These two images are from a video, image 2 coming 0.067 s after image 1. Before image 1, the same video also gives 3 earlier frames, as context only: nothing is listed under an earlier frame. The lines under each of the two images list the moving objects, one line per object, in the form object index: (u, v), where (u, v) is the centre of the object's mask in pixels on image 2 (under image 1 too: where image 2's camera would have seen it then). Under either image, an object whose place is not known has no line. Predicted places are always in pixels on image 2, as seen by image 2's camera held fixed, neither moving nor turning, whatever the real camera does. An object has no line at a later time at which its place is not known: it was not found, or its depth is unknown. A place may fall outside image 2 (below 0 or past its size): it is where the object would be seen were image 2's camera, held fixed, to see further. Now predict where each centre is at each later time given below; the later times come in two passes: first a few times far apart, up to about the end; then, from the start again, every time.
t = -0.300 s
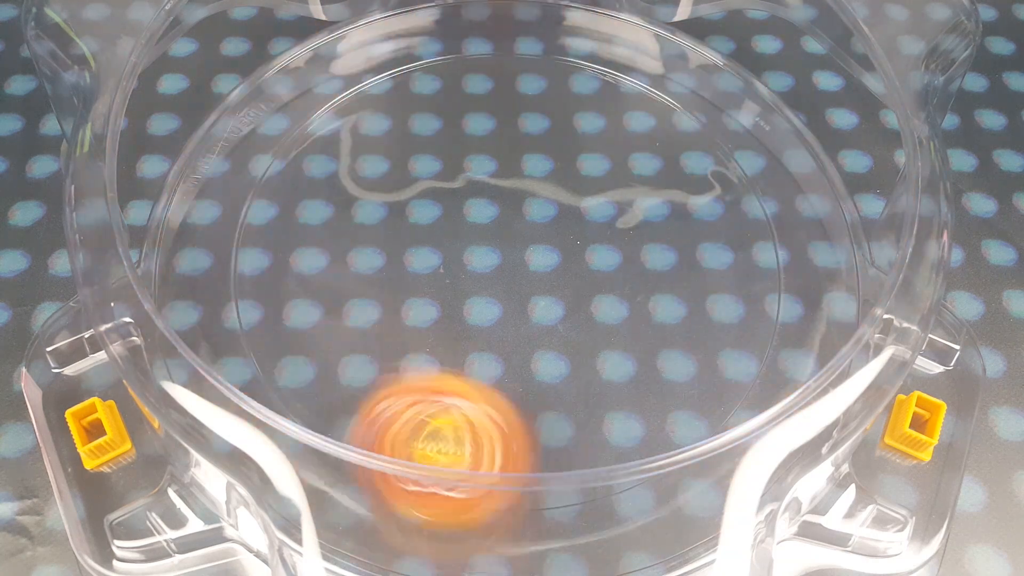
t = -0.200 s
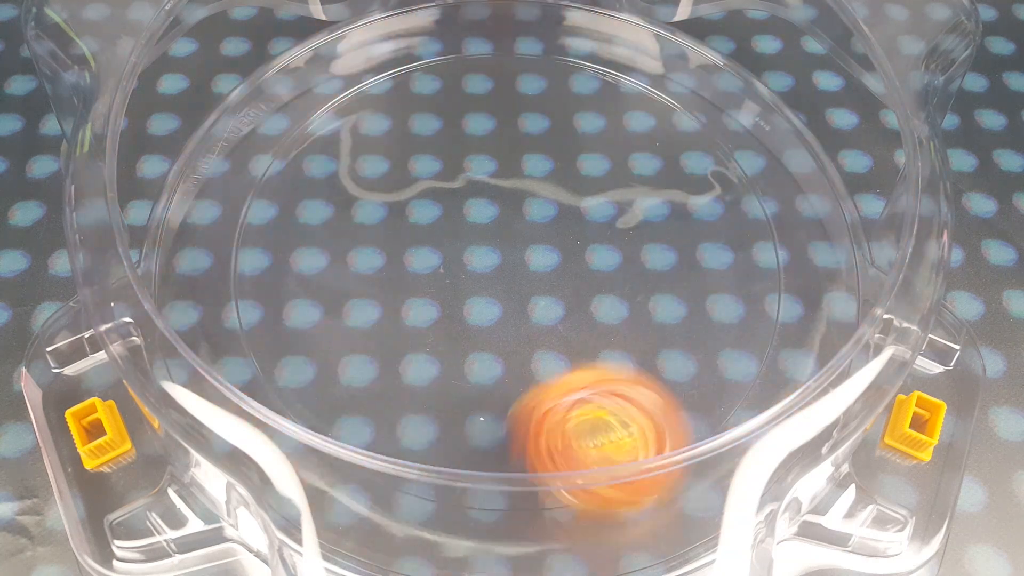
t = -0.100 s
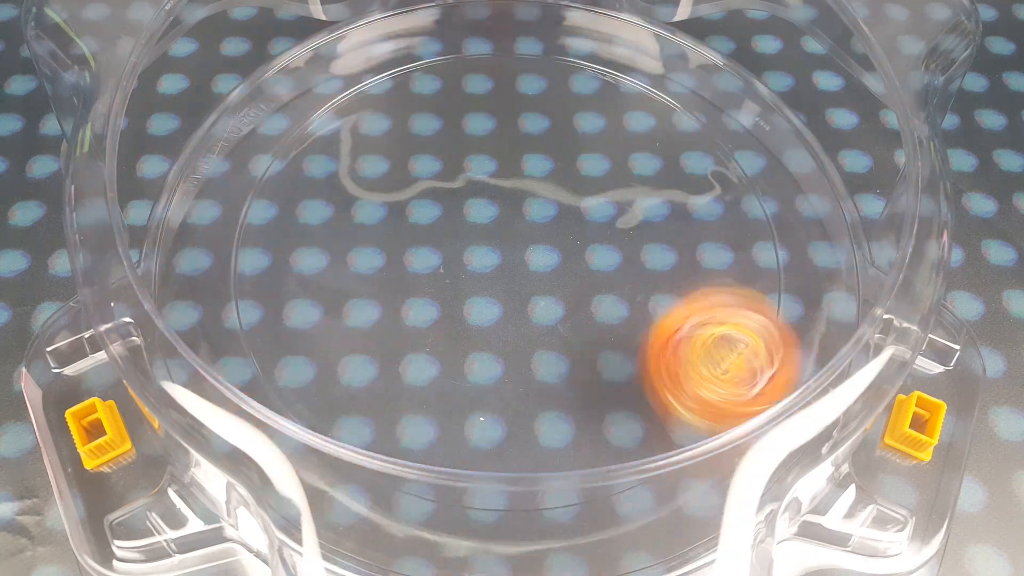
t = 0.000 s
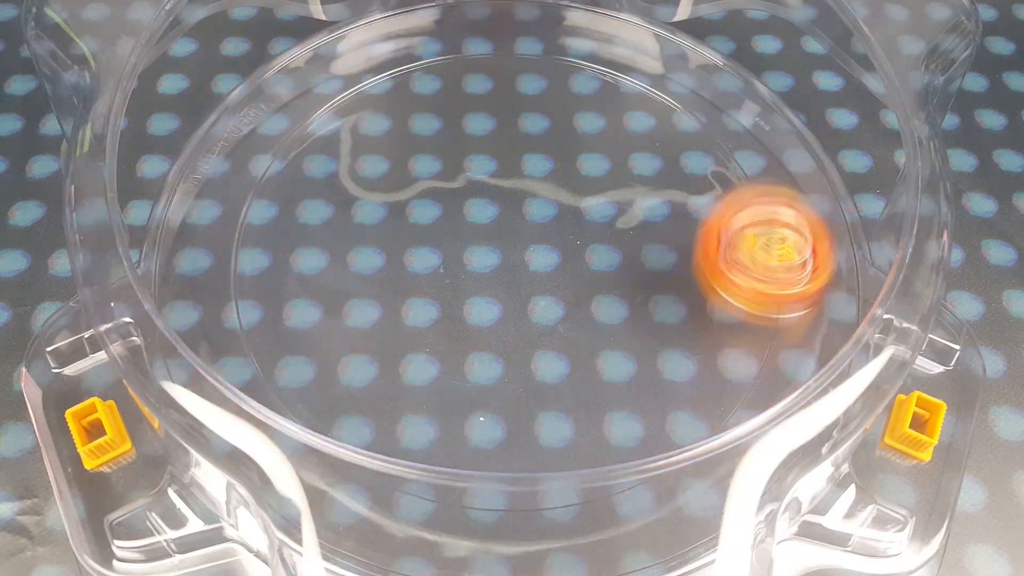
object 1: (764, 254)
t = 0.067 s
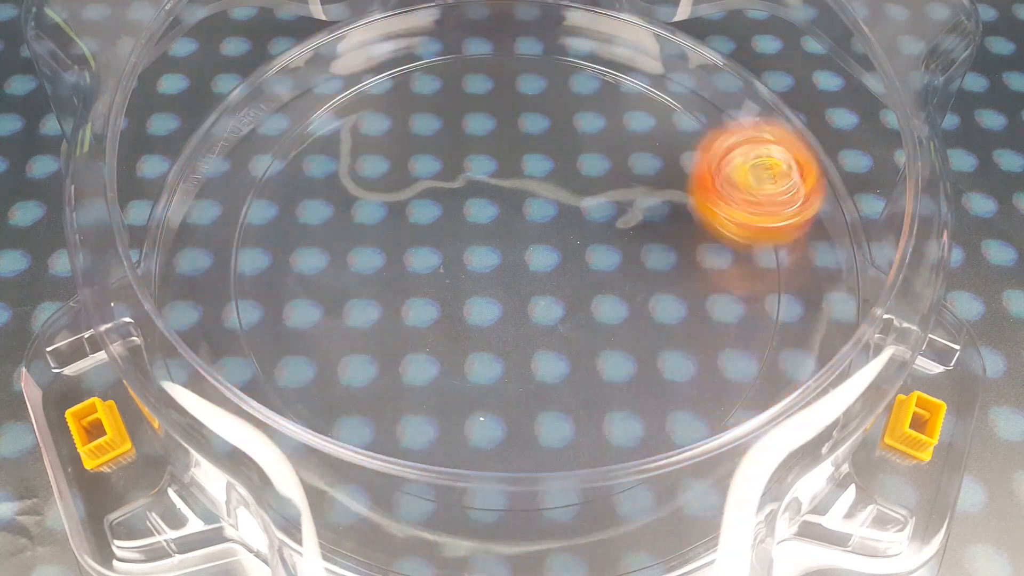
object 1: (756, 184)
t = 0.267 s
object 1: (594, 44)
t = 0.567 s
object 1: (282, 160)
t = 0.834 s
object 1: (403, 440)
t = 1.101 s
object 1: (747, 343)
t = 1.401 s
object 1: (640, 78)
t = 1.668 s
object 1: (358, 77)
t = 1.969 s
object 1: (319, 361)
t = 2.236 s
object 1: (665, 390)
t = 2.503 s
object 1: (728, 159)
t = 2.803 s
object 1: (448, 71)
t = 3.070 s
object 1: (285, 278)
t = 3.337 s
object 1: (553, 421)
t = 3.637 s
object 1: (714, 201)
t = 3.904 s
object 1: (509, 68)
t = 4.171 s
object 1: (304, 202)
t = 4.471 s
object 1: (527, 408)
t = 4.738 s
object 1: (719, 249)
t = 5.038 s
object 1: (525, 89)
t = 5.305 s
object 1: (319, 203)
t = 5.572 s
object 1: (470, 397)
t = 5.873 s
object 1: (692, 249)
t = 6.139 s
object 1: (564, 99)
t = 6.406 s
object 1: (360, 168)
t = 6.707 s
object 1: (465, 382)
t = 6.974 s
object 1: (675, 300)
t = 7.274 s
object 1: (582, 128)
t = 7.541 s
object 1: (381, 154)
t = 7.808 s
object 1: (396, 334)
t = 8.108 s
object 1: (635, 317)
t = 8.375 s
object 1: (633, 164)
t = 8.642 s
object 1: (461, 129)
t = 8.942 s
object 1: (378, 287)
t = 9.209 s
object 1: (543, 363)
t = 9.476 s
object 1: (644, 242)
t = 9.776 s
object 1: (525, 129)
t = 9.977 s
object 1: (411, 157)
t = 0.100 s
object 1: (740, 150)
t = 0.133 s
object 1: (720, 122)
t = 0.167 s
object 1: (696, 96)
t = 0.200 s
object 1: (665, 73)
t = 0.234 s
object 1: (629, 55)
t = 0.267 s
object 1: (594, 44)
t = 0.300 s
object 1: (553, 41)
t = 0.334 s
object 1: (513, 39)
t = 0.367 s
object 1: (478, 41)
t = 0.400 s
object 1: (442, 47)
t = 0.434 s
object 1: (401, 57)
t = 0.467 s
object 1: (364, 77)
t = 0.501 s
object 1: (331, 102)
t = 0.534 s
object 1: (304, 130)
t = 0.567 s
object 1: (282, 160)
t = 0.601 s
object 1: (266, 195)
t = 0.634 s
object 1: (257, 233)
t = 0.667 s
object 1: (258, 275)
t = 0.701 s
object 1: (269, 315)
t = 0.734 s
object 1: (290, 348)
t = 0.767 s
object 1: (323, 377)
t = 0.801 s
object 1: (357, 412)
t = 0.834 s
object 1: (403, 440)
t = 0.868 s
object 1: (455, 463)
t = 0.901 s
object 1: (508, 469)
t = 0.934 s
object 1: (560, 466)
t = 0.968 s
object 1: (608, 449)
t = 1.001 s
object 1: (649, 428)
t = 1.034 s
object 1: (687, 394)
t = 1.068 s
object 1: (718, 372)
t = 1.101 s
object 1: (747, 343)
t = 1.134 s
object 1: (760, 310)
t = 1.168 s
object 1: (766, 277)
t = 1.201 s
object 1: (764, 239)
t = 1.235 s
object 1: (756, 207)
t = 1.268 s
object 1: (743, 175)
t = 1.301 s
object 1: (722, 145)
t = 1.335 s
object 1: (699, 120)
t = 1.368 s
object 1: (670, 98)
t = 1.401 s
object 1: (640, 78)
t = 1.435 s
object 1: (606, 62)
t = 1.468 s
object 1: (570, 53)
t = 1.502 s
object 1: (534, 47)
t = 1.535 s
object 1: (500, 45)
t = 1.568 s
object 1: (464, 48)
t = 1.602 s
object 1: (429, 51)
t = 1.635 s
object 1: (394, 60)
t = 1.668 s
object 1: (358, 77)
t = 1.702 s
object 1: (328, 97)
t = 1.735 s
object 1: (301, 122)
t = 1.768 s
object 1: (279, 149)
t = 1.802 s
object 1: (265, 182)
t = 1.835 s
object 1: (257, 221)
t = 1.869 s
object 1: (258, 254)
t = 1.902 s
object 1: (268, 290)
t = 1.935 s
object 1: (287, 329)
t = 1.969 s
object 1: (319, 361)
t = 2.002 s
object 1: (355, 385)
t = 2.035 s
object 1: (396, 402)
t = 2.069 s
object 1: (444, 417)
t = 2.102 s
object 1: (494, 424)
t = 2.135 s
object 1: (543, 440)
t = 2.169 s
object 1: (586, 428)
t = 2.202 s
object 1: (630, 405)
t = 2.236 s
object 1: (665, 390)
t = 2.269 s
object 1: (701, 367)
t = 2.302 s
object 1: (724, 343)
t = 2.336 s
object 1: (743, 311)
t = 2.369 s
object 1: (752, 281)
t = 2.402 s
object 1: (757, 247)
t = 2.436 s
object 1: (752, 218)
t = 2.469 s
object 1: (745, 187)
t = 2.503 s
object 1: (728, 159)
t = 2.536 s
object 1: (712, 135)
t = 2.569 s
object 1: (685, 112)
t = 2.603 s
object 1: (659, 95)
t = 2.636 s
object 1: (625, 79)
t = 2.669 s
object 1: (592, 67)
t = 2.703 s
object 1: (553, 62)
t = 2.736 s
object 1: (516, 60)
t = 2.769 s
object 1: (483, 62)
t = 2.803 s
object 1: (448, 71)
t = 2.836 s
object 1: (413, 83)
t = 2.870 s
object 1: (378, 100)
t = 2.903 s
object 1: (349, 122)
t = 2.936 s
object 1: (324, 146)
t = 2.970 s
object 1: (302, 176)
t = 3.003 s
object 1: (290, 208)
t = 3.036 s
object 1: (284, 241)
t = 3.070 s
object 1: (285, 278)
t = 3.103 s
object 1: (297, 314)
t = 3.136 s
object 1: (316, 346)
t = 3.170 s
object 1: (344, 375)
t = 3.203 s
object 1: (382, 396)
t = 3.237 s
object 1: (422, 410)
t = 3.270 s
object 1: (465, 420)
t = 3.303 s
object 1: (513, 439)
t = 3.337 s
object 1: (553, 421)
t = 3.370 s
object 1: (599, 412)
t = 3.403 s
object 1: (636, 398)
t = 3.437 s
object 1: (667, 380)
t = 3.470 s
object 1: (694, 352)
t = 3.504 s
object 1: (710, 324)
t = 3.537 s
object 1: (721, 292)
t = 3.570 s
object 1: (725, 262)
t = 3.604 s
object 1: (724, 231)
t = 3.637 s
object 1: (714, 201)
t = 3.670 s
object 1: (702, 174)
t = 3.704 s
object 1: (681, 149)
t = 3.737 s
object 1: (661, 127)
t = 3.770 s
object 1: (635, 107)
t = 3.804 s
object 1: (605, 92)
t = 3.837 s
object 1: (573, 80)
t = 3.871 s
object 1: (543, 72)
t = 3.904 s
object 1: (509, 68)
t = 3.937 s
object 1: (476, 69)
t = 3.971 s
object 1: (445, 75)
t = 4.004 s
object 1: (411, 86)
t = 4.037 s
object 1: (381, 100)
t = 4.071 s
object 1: (354, 120)
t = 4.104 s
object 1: (332, 142)
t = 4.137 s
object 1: (314, 171)
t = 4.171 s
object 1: (304, 202)
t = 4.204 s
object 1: (301, 234)
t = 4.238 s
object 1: (306, 267)
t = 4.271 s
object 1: (319, 300)
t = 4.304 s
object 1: (340, 331)
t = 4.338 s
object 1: (371, 359)
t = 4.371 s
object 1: (405, 382)
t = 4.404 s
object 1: (445, 398)
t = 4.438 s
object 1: (486, 404)
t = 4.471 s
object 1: (527, 408)
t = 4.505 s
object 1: (568, 404)
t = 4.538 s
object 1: (605, 395)
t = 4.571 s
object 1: (642, 381)
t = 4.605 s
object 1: (669, 358)
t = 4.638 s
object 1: (692, 336)
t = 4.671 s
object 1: (707, 305)
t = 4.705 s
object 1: (716, 280)
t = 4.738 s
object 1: (719, 249)
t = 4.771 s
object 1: (716, 221)
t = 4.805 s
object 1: (707, 194)
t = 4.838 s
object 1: (690, 171)
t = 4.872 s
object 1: (671, 147)
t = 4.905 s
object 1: (646, 129)
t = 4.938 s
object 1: (619, 113)
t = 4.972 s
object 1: (587, 101)
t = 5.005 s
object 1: (557, 93)
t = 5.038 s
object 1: (525, 89)
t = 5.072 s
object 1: (494, 90)
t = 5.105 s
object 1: (462, 94)
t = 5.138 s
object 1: (431, 103)
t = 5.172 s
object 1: (402, 115)
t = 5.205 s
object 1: (375, 133)
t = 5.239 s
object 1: (352, 153)
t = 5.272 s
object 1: (332, 178)
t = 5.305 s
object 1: (319, 203)
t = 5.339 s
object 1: (313, 233)
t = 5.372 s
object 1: (315, 263)
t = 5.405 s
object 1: (323, 293)
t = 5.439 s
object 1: (339, 322)
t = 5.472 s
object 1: (365, 349)
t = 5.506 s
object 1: (396, 371)
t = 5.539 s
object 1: (432, 388)
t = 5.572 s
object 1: (470, 397)
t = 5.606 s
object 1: (510, 399)
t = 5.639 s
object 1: (547, 395)
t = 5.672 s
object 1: (584, 388)
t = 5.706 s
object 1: (617, 369)
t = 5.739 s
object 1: (642, 349)
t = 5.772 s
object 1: (662, 329)
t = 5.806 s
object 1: (680, 301)
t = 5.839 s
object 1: (689, 277)
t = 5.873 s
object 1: (692, 249)
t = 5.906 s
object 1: (693, 224)
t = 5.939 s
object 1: (686, 198)
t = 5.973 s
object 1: (674, 177)
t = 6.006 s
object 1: (660, 154)
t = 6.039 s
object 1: (640, 137)
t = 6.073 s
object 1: (617, 122)
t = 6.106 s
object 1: (594, 108)
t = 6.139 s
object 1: (564, 99)
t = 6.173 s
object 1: (537, 94)
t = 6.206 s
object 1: (510, 92)
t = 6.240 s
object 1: (480, 95)
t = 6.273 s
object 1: (452, 102)
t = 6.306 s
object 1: (426, 113)
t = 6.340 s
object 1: (401, 129)
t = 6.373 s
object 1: (381, 147)
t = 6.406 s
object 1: (360, 168)
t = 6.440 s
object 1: (349, 192)
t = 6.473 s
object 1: (341, 220)
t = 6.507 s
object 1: (339, 248)
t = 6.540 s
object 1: (346, 277)
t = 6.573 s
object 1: (358, 304)
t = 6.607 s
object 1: (380, 330)
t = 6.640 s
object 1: (404, 353)
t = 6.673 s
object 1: (434, 367)
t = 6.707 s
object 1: (465, 382)
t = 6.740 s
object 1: (500, 388)
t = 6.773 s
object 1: (533, 389)
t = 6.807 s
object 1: (569, 386)
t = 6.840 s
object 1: (598, 374)
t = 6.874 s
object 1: (623, 359)
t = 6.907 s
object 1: (645, 343)
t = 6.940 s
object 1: (662, 323)
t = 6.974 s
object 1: (675, 300)
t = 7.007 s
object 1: (683, 278)
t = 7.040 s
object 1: (684, 253)
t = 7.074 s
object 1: (680, 230)
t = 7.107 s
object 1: (673, 208)
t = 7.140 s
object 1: (663, 188)
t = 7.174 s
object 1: (645, 170)
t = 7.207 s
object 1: (626, 151)
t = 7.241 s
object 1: (607, 139)
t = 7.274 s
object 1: (582, 128)
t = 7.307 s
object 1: (556, 118)
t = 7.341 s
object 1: (530, 112)
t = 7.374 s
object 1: (504, 111)
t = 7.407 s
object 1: (474, 113)
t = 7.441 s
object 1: (449, 118)
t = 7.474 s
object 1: (426, 127)
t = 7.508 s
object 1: (402, 140)
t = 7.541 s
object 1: (381, 154)
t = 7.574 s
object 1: (365, 173)
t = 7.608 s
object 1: (352, 195)
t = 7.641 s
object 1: (344, 218)
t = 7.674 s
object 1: (345, 241)
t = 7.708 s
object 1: (348, 268)
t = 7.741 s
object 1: (358, 291)
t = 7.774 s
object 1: (378, 314)
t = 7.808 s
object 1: (396, 334)
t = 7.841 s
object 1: (422, 347)
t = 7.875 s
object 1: (450, 358)
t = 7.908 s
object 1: (480, 368)
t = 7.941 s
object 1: (509, 370)
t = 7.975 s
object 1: (539, 367)
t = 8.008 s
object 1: (569, 359)
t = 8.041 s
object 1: (596, 350)
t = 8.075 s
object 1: (619, 335)
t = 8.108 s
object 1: (635, 317)
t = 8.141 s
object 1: (649, 296)
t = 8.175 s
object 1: (660, 278)
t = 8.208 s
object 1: (666, 256)
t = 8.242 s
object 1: (665, 236)
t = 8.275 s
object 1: (663, 215)
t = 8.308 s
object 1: (656, 197)
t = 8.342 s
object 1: (647, 180)
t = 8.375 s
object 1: (633, 164)
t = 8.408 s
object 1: (616, 150)
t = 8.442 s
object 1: (597, 138)
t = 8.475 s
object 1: (576, 129)
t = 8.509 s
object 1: (555, 123)
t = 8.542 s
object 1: (532, 121)
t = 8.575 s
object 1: (507, 121)
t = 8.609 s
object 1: (484, 123)
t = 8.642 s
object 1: (461, 129)
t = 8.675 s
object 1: (441, 140)
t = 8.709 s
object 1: (419, 152)
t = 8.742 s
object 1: (400, 167)
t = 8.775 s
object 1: (387, 183)
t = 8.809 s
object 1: (377, 201)
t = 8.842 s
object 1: (370, 223)
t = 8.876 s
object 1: (365, 245)
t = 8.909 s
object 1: (368, 266)
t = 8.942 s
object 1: (378, 287)
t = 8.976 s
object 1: (389, 306)
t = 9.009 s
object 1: (406, 327)
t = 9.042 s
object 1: (425, 340)
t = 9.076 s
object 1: (447, 350)
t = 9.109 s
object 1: (470, 358)
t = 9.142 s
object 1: (495, 364)
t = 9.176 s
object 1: (519, 365)
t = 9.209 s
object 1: (543, 363)
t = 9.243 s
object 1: (566, 355)
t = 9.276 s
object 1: (587, 344)
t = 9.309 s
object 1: (608, 331)
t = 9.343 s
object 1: (621, 316)
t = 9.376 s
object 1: (634, 299)
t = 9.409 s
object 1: (641, 282)
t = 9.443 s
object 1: (645, 263)
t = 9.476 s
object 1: (644, 242)
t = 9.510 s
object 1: (642, 225)
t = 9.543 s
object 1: (637, 205)
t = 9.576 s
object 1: (628, 189)
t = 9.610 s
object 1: (617, 174)
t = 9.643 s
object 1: (602, 160)
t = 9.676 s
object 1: (585, 149)
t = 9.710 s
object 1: (567, 141)
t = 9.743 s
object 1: (547, 136)
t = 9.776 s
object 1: (525, 129)
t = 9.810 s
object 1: (505, 128)
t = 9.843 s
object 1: (483, 127)
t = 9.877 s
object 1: (463, 130)
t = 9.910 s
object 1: (444, 136)
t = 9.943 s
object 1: (427, 144)
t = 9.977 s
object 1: (411, 157)
